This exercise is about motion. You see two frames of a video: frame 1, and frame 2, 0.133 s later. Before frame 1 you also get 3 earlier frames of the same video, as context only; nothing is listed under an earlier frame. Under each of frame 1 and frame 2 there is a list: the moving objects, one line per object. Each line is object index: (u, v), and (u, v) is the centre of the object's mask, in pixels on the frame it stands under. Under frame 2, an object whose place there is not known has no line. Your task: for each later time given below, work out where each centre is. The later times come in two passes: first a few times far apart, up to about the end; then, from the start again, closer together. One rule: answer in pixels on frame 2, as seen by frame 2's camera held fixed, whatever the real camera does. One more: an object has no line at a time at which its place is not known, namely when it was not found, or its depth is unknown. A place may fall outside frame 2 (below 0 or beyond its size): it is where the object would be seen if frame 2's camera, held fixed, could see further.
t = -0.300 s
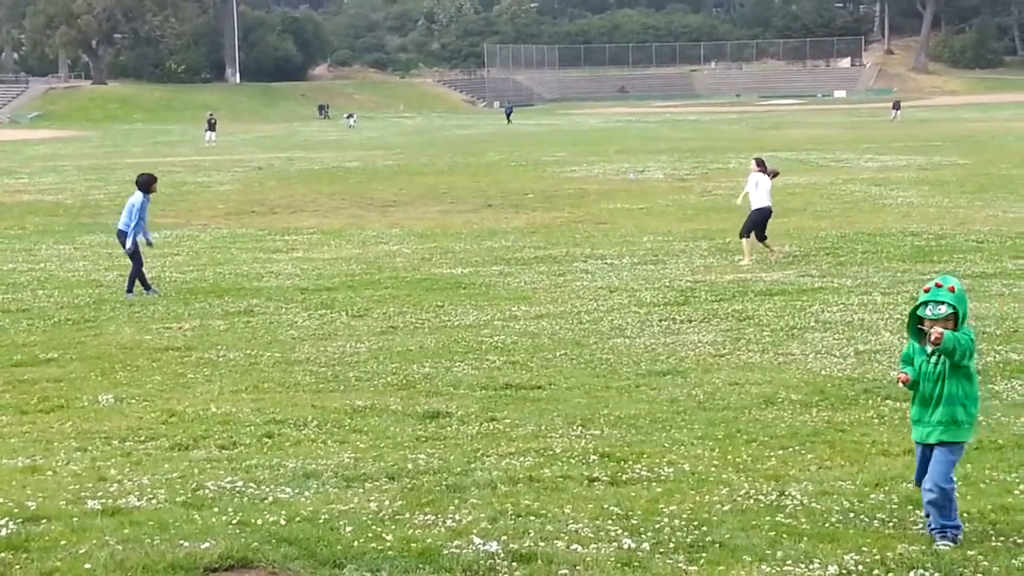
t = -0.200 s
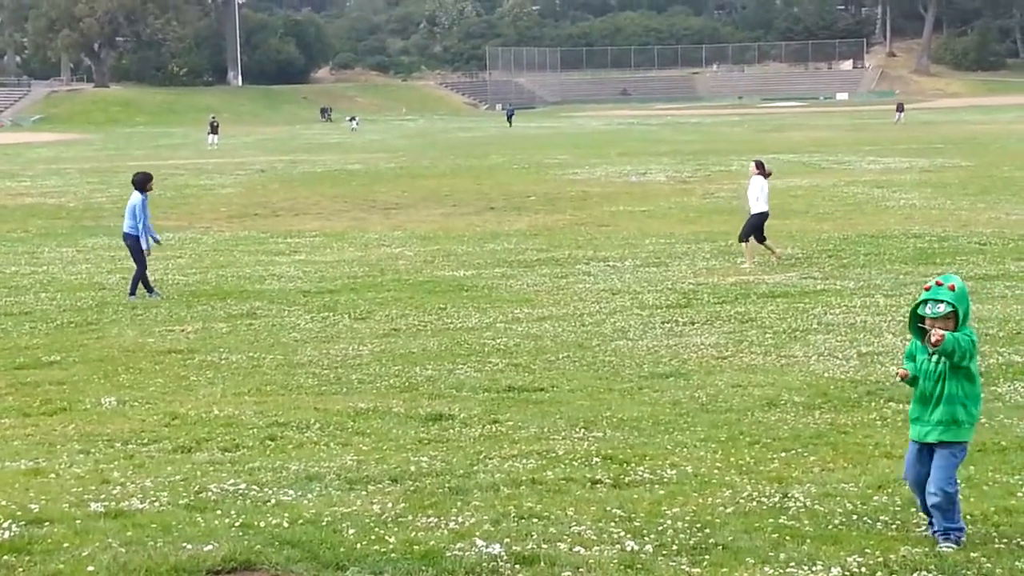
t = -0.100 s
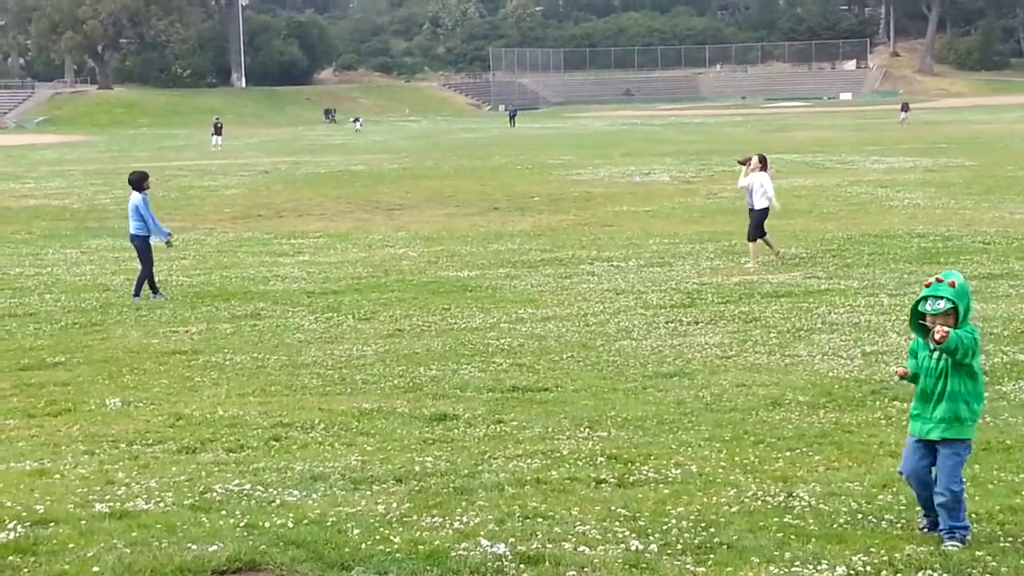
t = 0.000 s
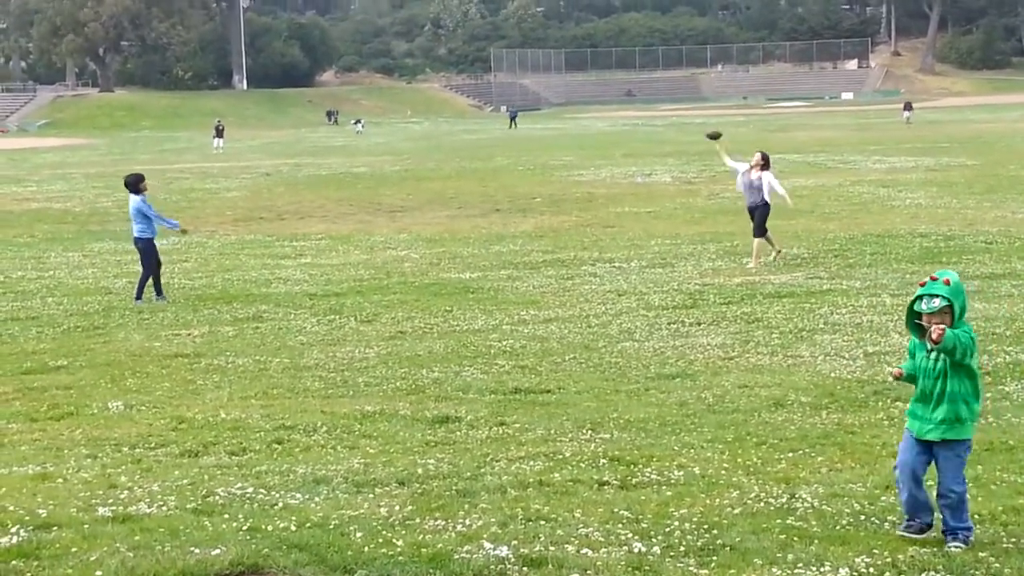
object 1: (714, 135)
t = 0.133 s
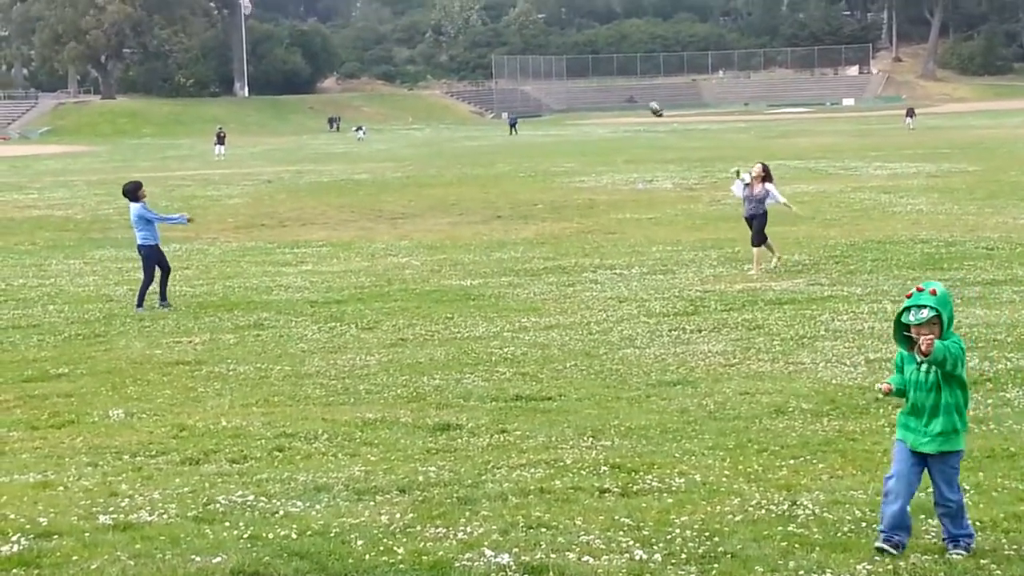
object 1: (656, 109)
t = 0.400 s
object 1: (535, 79)
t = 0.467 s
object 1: (504, 79)
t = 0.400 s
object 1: (535, 79)
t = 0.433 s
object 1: (520, 79)
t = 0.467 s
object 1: (504, 79)
